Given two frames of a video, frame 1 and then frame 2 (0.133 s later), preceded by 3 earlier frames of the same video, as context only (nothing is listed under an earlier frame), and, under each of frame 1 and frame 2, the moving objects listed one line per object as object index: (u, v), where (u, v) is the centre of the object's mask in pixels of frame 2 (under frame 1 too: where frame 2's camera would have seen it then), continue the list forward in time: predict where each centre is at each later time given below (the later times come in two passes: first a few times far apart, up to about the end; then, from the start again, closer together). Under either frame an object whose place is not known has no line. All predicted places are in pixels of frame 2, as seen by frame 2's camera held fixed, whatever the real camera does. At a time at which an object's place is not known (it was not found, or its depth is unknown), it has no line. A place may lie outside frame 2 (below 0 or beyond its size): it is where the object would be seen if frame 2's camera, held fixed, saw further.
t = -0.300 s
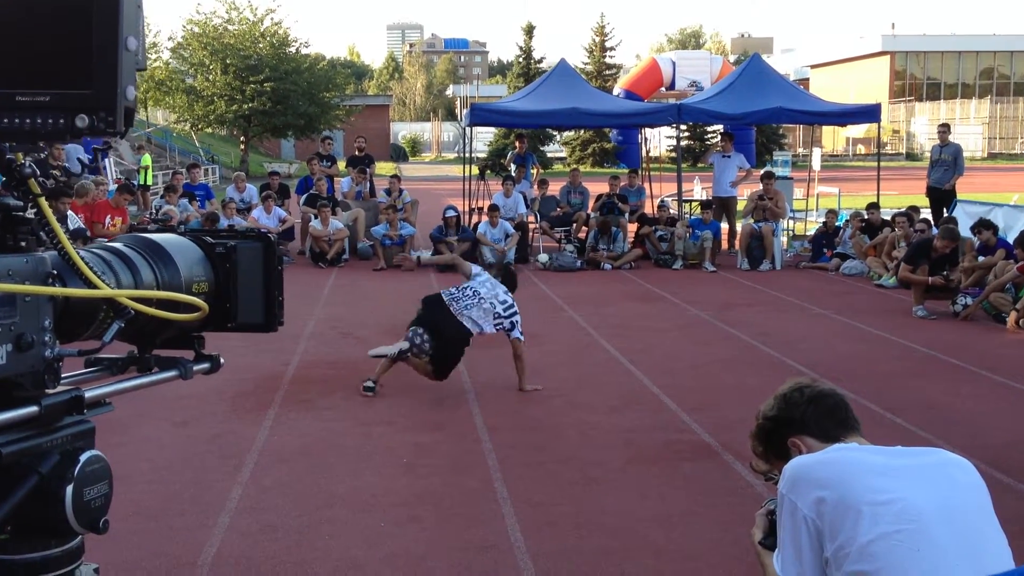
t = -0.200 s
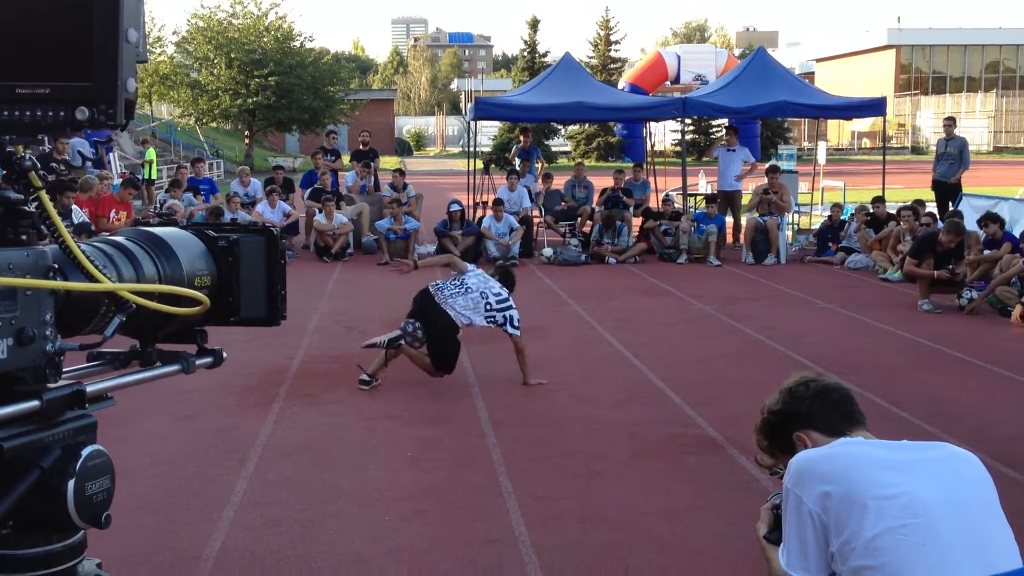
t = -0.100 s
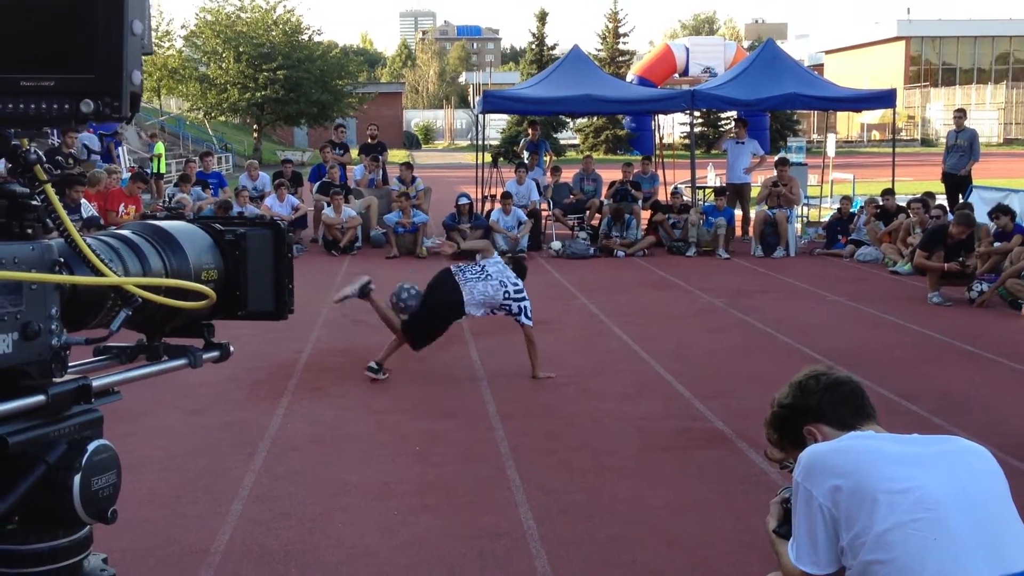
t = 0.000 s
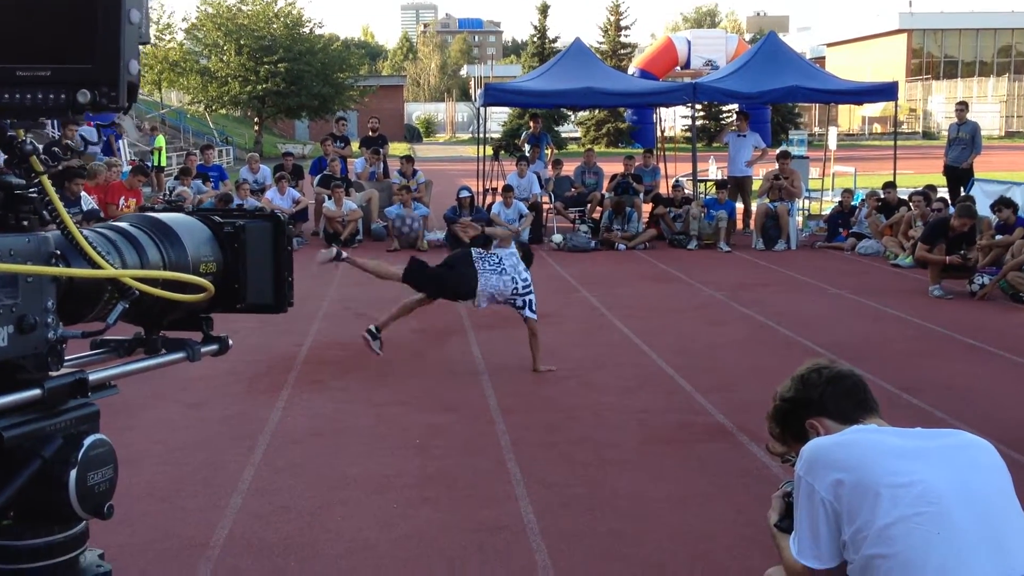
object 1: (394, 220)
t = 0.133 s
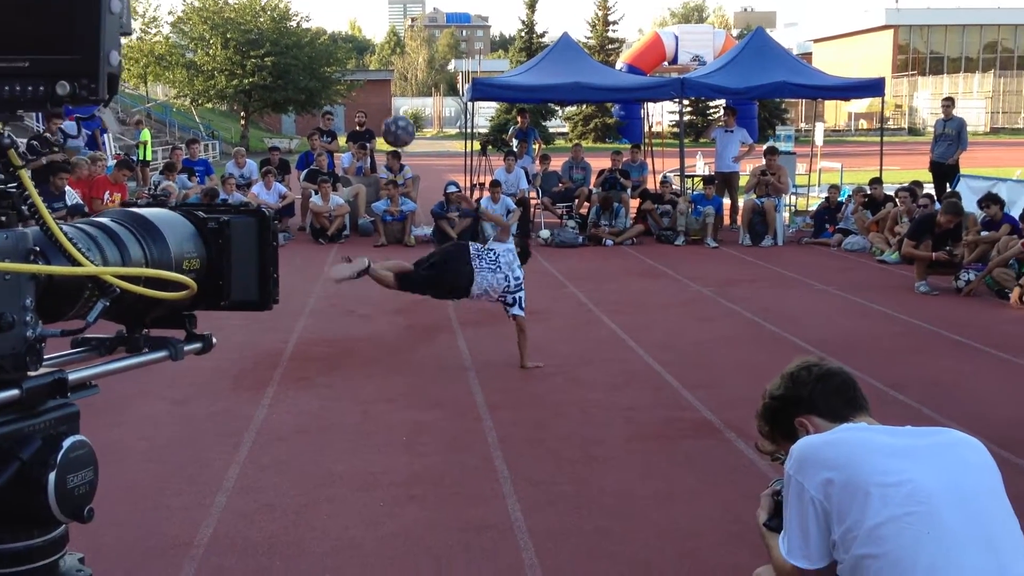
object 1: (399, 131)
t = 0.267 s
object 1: (406, 66)
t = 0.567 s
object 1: (426, 23)
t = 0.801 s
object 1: (446, 95)
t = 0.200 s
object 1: (402, 96)
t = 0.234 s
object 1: (404, 80)
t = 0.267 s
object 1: (406, 66)
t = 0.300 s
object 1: (408, 54)
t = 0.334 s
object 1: (410, 44)
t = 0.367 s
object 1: (412, 36)
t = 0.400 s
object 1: (414, 29)
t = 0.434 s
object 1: (417, 24)
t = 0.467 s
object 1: (419, 21)
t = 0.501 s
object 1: (420, 20)
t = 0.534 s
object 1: (424, 21)
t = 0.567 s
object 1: (426, 23)
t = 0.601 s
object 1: (427, 28)
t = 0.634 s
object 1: (430, 34)
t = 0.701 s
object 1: (437, 54)
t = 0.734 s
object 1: (440, 65)
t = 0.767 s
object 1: (443, 80)
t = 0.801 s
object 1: (446, 95)
